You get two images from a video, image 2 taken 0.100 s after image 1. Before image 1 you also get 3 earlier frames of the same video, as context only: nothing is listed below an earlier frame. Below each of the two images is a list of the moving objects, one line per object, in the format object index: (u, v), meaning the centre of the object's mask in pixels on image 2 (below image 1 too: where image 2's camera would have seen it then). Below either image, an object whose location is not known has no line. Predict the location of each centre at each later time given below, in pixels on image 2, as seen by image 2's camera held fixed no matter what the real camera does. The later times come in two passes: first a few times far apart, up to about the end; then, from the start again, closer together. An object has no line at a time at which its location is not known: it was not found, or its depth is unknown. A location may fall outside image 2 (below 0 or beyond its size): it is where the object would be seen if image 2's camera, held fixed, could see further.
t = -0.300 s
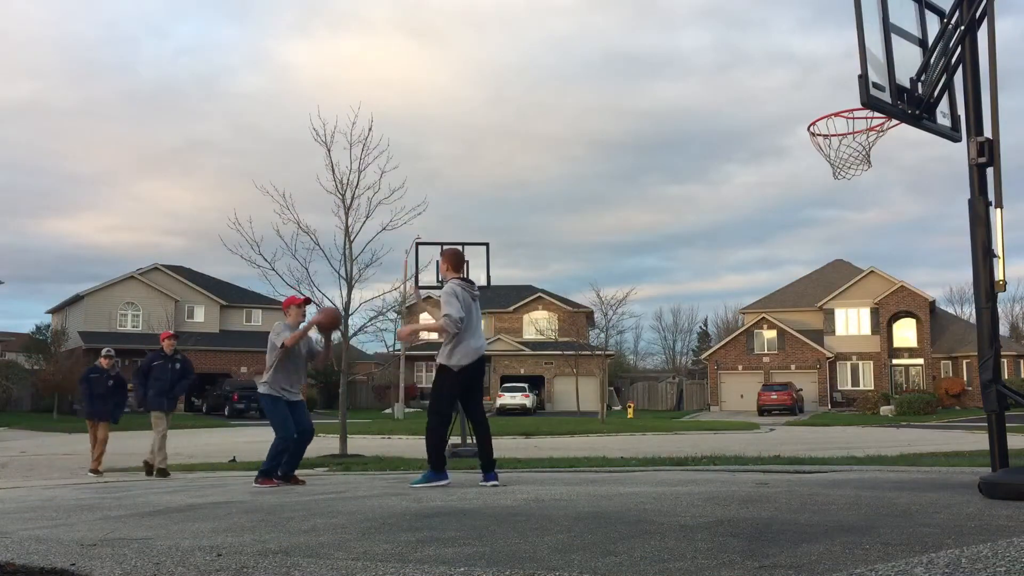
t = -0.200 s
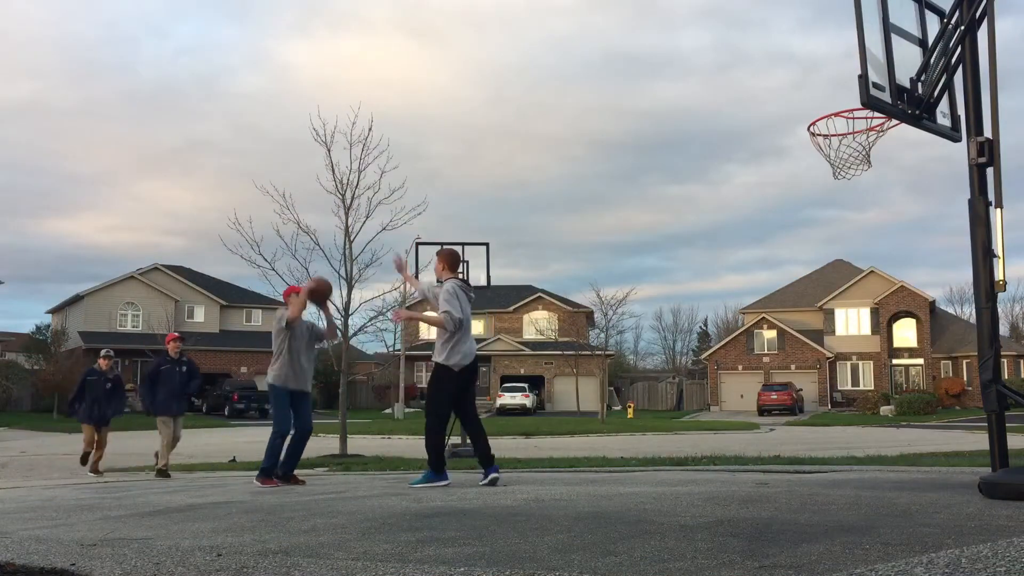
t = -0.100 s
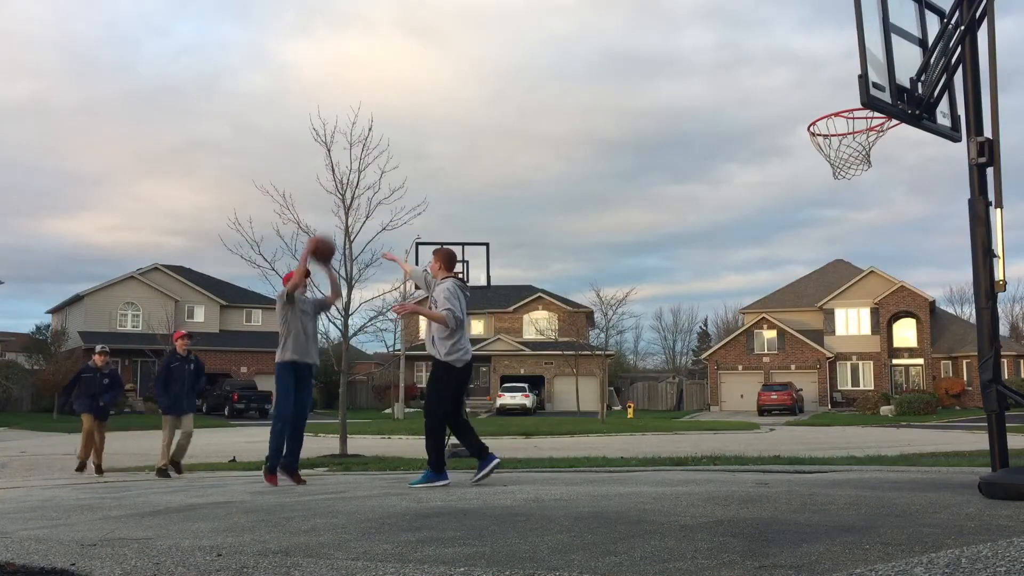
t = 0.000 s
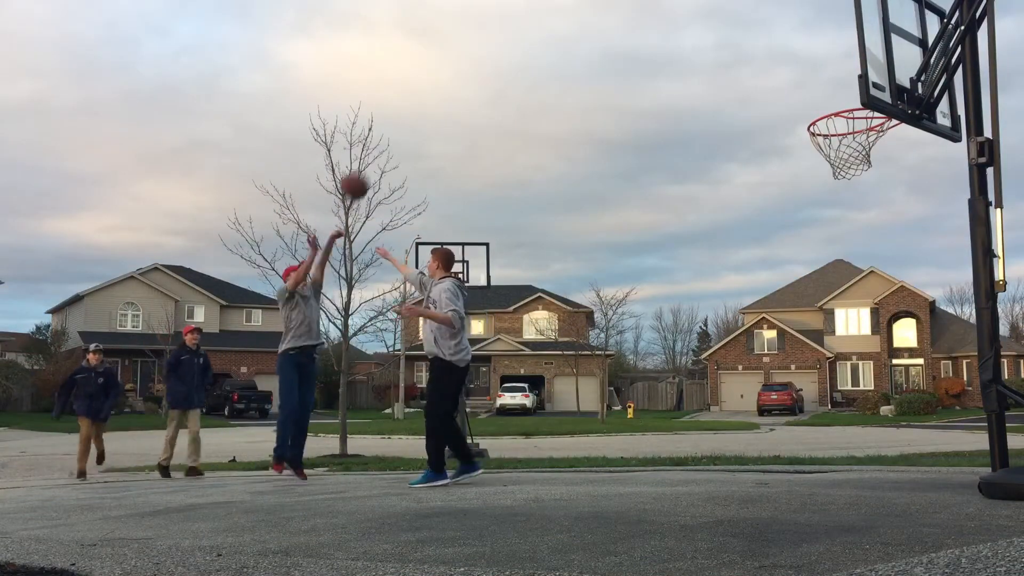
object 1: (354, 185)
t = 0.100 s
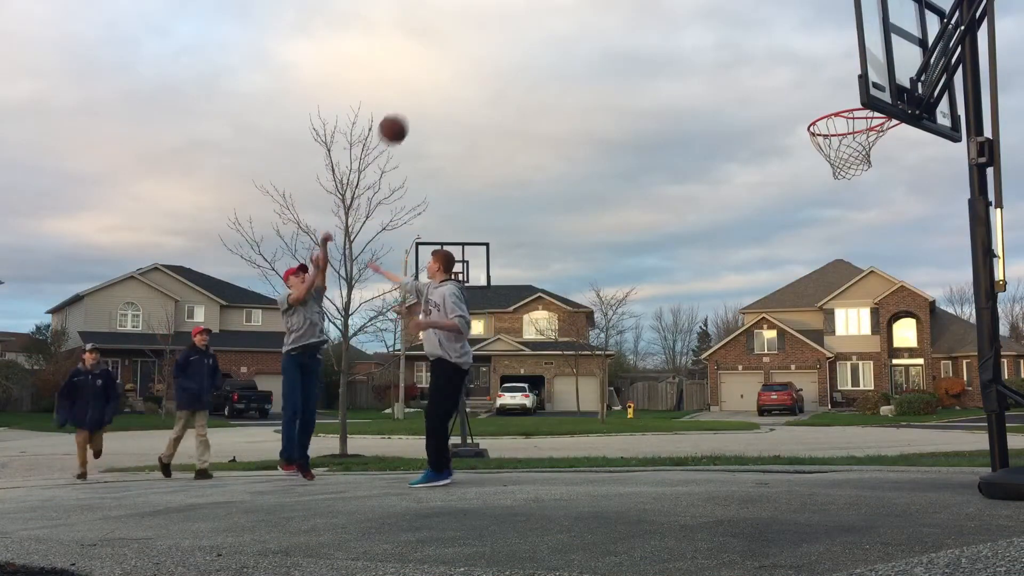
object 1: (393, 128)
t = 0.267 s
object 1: (461, 54)
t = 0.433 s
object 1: (535, 10)
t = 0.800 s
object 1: (729, 18)
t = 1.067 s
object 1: (872, 157)
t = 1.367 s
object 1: (884, 391)
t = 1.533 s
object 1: (861, 403)
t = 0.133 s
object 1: (406, 112)
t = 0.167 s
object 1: (419, 96)
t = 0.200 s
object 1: (433, 81)
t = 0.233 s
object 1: (447, 67)
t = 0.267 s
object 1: (461, 54)
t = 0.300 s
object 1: (475, 43)
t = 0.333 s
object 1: (490, 32)
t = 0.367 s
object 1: (505, 22)
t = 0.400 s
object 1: (520, 14)
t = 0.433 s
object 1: (535, 10)
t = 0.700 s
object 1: (671, 6)
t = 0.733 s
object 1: (690, 9)
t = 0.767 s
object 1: (709, 13)
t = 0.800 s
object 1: (729, 18)
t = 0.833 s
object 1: (750, 30)
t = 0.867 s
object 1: (771, 43)
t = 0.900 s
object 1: (793, 58)
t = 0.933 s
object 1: (815, 75)
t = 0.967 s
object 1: (838, 94)
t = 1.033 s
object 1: (871, 139)
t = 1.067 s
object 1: (872, 157)
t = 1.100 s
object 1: (873, 177)
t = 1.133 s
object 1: (873, 196)
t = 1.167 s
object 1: (874, 219)
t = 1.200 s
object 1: (875, 244)
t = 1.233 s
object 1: (877, 269)
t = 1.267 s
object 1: (878, 297)
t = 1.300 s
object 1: (881, 324)
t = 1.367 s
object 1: (884, 391)
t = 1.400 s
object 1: (885, 423)
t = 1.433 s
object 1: (889, 457)
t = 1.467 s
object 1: (880, 446)
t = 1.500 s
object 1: (869, 422)
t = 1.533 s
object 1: (861, 403)
